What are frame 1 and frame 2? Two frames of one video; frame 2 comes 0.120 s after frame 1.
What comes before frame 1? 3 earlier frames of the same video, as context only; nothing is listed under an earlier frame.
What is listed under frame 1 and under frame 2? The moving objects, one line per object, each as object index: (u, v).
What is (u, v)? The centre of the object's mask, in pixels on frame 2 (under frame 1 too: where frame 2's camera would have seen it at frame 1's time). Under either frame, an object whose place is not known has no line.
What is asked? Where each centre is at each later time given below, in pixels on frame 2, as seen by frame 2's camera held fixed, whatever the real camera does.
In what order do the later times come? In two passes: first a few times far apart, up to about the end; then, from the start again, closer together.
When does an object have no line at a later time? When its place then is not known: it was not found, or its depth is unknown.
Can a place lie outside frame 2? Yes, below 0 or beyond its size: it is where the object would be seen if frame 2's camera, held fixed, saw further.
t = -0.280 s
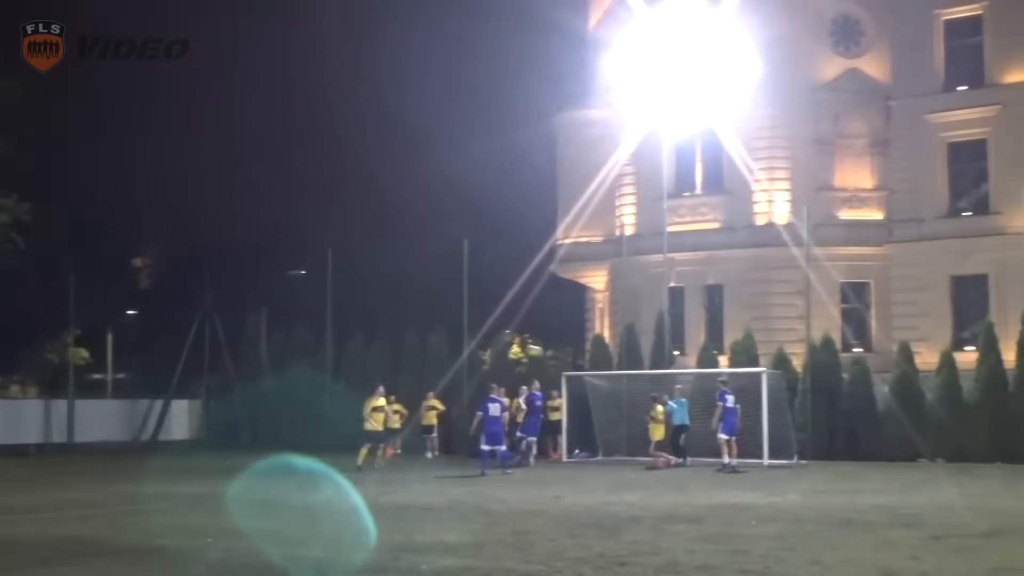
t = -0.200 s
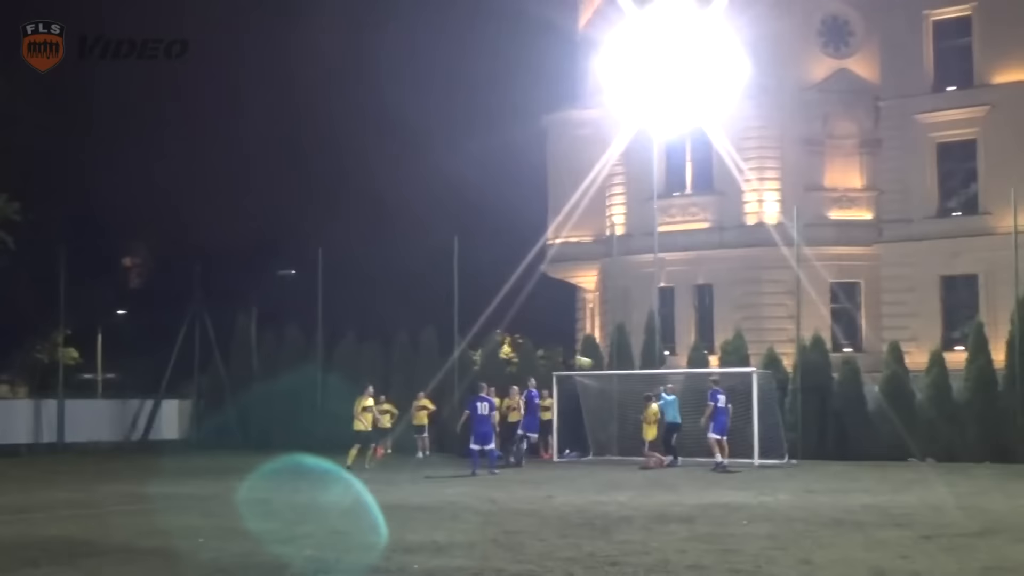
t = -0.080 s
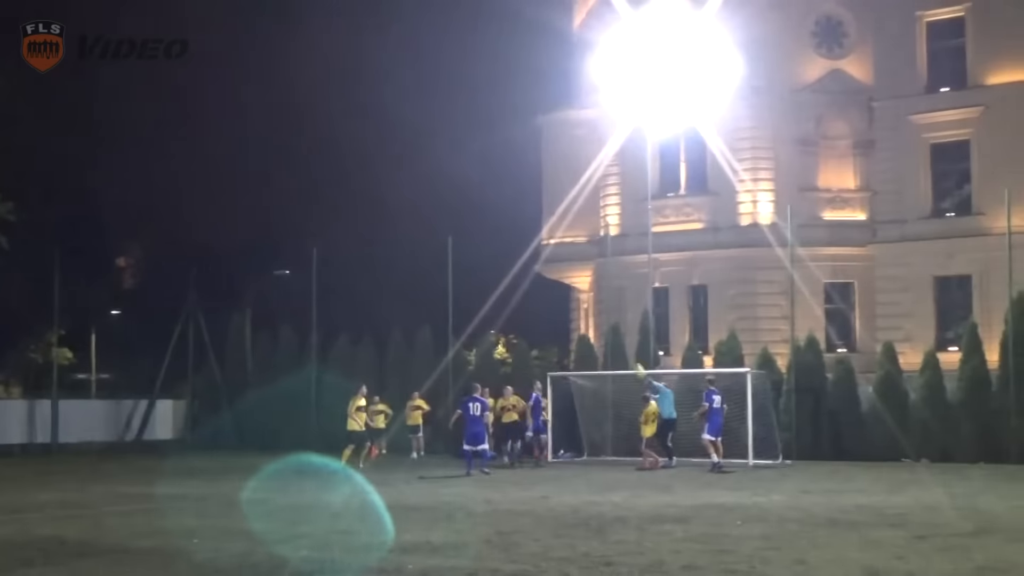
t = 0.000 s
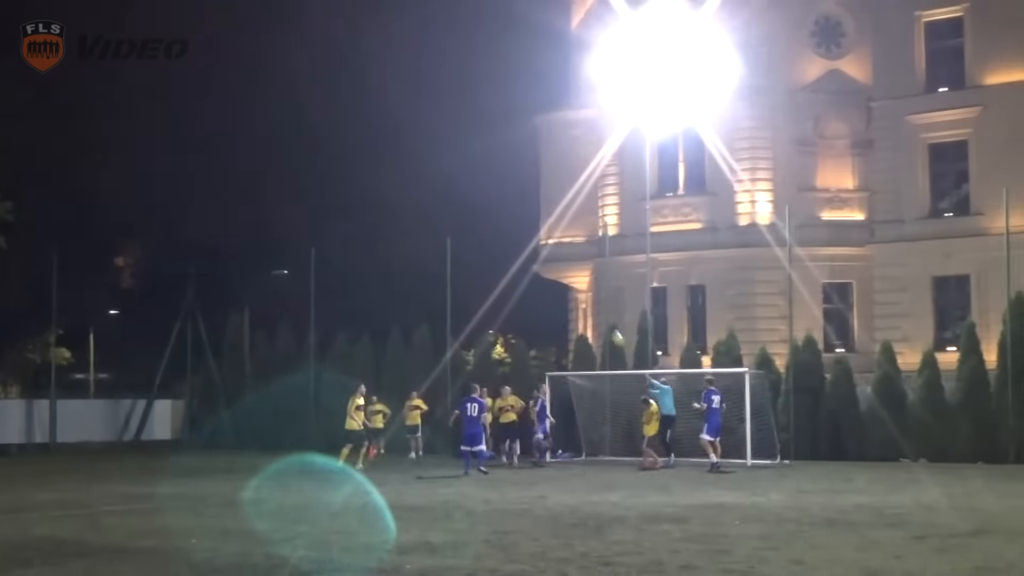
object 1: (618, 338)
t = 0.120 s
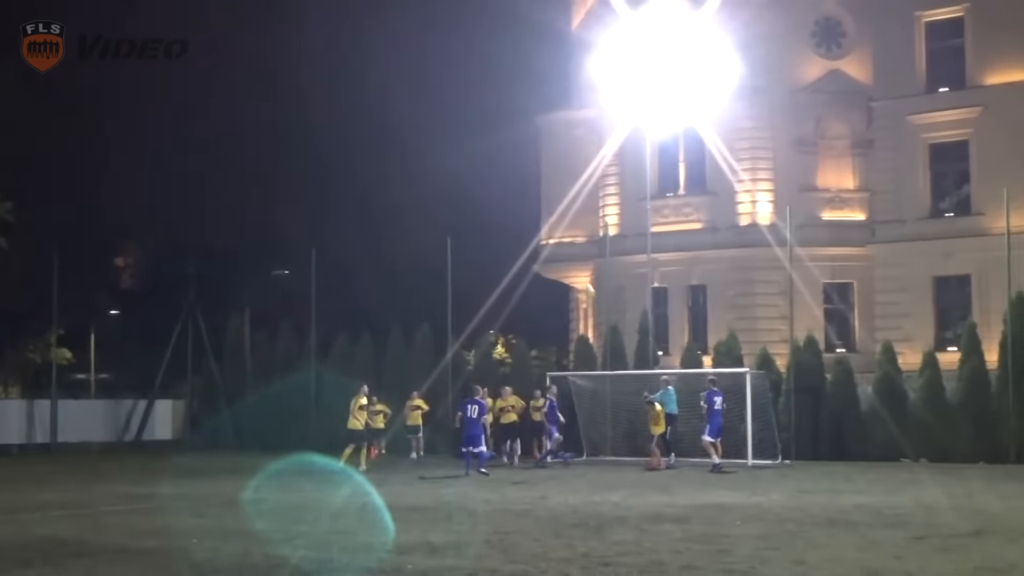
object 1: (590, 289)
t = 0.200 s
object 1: (568, 262)
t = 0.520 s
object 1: (486, 166)
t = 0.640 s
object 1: (454, 140)
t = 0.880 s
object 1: (386, 108)
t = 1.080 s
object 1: (324, 108)
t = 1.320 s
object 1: (242, 150)
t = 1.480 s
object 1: (179, 214)
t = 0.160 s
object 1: (579, 274)
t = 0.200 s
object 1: (568, 262)
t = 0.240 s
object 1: (560, 246)
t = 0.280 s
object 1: (551, 233)
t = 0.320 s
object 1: (538, 222)
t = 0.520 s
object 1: (486, 166)
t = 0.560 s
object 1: (475, 157)
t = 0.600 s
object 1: (464, 148)
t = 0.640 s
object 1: (454, 140)
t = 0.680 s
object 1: (443, 132)
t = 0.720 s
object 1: (432, 126)
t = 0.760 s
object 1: (420, 120)
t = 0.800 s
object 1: (409, 115)
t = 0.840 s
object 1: (398, 111)
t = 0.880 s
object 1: (386, 108)
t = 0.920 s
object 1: (374, 106)
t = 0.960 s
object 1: (361, 105)
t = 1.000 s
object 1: (350, 104)
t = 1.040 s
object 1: (337, 106)
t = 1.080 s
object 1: (324, 108)
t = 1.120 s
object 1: (311, 111)
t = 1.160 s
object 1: (298, 116)
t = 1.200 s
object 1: (284, 122)
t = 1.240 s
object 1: (270, 130)
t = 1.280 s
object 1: (256, 139)
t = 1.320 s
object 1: (242, 150)
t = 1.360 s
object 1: (227, 163)
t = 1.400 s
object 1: (211, 178)
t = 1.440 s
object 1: (195, 196)
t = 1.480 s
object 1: (179, 214)
